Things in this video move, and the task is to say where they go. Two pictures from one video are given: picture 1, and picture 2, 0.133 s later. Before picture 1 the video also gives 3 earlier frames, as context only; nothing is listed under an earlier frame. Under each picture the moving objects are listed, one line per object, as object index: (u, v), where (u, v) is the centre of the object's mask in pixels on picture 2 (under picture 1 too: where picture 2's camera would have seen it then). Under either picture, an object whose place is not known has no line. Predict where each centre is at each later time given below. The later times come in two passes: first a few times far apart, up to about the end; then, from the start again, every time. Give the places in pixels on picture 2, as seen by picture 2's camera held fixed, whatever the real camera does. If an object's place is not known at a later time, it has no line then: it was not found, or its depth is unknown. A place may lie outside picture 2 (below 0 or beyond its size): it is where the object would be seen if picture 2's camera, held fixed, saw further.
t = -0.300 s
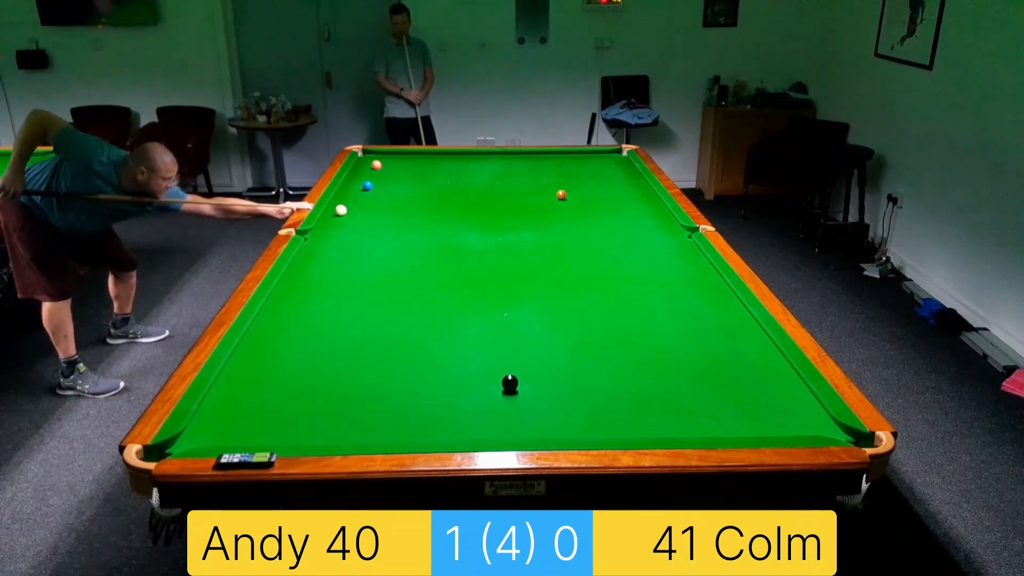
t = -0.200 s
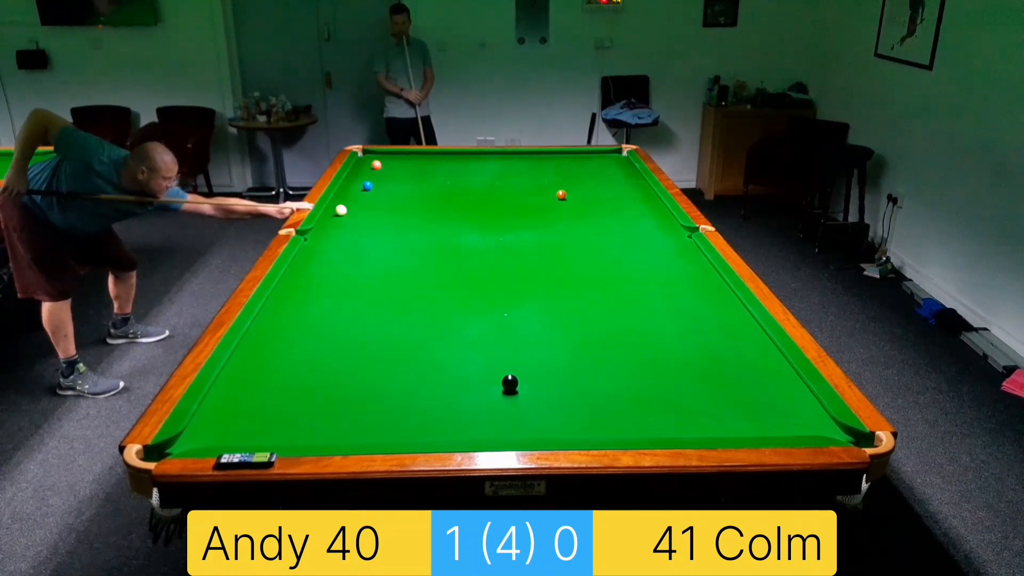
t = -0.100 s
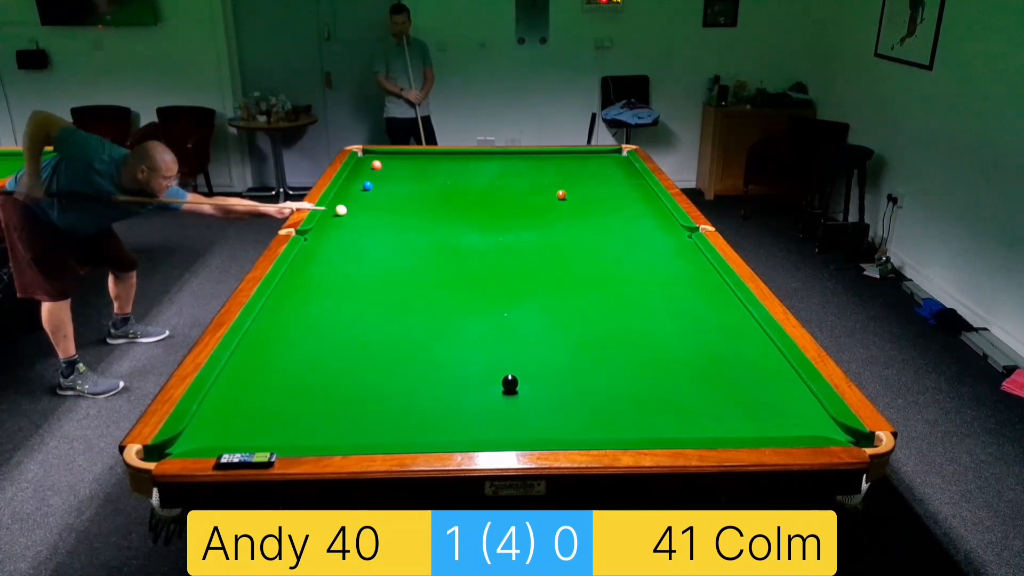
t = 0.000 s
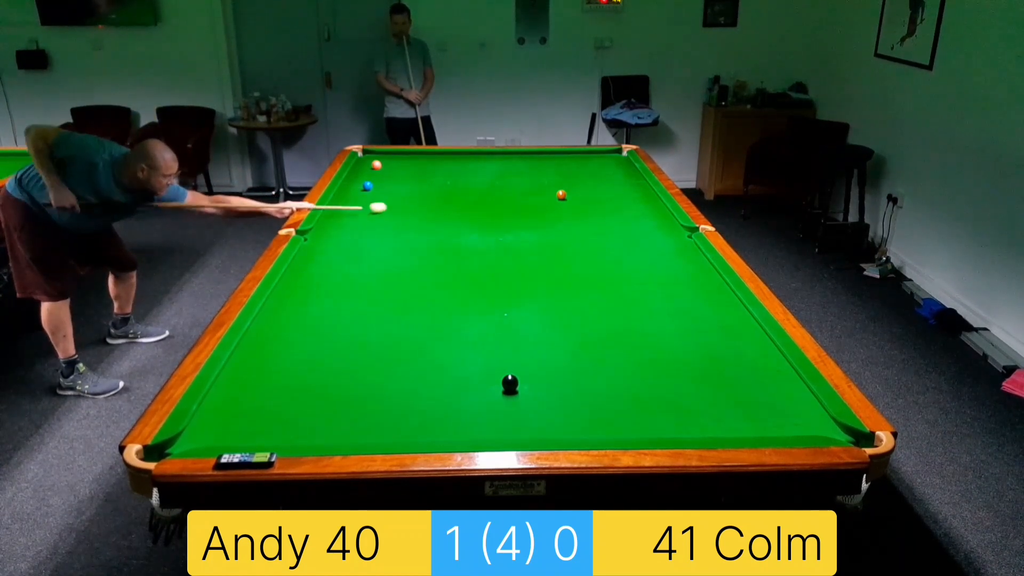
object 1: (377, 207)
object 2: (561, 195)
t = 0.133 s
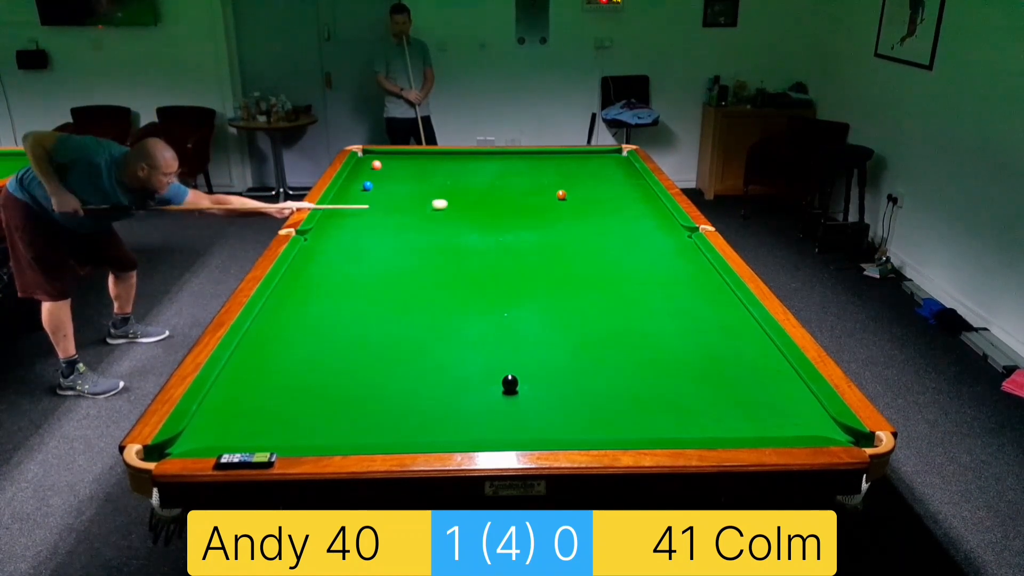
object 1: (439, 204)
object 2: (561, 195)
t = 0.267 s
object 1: (498, 201)
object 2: (561, 195)
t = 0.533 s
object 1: (602, 200)
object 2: (568, 189)
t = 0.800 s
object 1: (627, 205)
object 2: (579, 180)
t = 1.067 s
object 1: (566, 212)
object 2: (589, 172)
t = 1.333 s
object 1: (507, 219)
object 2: (598, 165)
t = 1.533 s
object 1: (461, 224)
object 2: (604, 160)
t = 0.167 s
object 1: (454, 203)
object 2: (561, 195)
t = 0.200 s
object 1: (469, 202)
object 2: (561, 195)
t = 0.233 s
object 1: (484, 201)
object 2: (561, 195)
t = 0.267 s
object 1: (498, 201)
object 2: (561, 195)
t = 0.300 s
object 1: (512, 199)
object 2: (561, 195)
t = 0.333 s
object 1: (526, 199)
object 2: (561, 195)
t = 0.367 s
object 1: (540, 198)
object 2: (561, 195)
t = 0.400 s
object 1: (554, 197)
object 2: (564, 194)
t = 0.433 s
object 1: (567, 198)
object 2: (562, 192)
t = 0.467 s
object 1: (578, 198)
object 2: (565, 192)
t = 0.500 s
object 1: (590, 199)
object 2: (567, 190)
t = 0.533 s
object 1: (602, 200)
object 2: (568, 189)
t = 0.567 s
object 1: (614, 200)
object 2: (570, 188)
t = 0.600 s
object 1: (627, 201)
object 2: (571, 187)
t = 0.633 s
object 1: (640, 201)
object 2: (573, 186)
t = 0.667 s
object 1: (652, 202)
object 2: (574, 185)
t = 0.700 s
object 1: (655, 202)
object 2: (575, 183)
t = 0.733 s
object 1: (645, 203)
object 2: (577, 182)
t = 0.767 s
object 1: (636, 204)
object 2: (578, 181)
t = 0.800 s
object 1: (627, 205)
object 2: (579, 180)
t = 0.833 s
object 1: (618, 206)
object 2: (581, 179)
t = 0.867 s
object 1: (610, 207)
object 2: (582, 178)
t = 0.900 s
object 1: (602, 208)
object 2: (583, 177)
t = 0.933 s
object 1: (595, 209)
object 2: (584, 176)
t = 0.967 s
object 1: (588, 210)
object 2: (586, 175)
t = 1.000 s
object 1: (581, 210)
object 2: (587, 174)
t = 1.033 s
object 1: (573, 211)
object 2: (588, 173)
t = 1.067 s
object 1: (566, 212)
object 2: (589, 172)
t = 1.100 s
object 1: (559, 213)
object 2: (590, 171)
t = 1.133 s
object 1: (552, 214)
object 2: (592, 171)
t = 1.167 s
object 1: (545, 215)
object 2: (593, 170)
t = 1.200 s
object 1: (537, 215)
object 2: (594, 169)
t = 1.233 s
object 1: (529, 216)
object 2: (595, 168)
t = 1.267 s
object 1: (522, 217)
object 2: (596, 167)
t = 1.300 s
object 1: (515, 218)
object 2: (597, 166)
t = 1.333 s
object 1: (507, 219)
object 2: (598, 165)
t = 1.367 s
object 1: (500, 220)
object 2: (599, 165)
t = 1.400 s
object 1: (492, 220)
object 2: (600, 164)
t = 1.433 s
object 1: (485, 221)
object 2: (601, 163)
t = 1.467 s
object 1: (477, 222)
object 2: (602, 162)
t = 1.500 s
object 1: (469, 223)
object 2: (603, 161)
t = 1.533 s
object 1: (461, 224)
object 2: (604, 160)
